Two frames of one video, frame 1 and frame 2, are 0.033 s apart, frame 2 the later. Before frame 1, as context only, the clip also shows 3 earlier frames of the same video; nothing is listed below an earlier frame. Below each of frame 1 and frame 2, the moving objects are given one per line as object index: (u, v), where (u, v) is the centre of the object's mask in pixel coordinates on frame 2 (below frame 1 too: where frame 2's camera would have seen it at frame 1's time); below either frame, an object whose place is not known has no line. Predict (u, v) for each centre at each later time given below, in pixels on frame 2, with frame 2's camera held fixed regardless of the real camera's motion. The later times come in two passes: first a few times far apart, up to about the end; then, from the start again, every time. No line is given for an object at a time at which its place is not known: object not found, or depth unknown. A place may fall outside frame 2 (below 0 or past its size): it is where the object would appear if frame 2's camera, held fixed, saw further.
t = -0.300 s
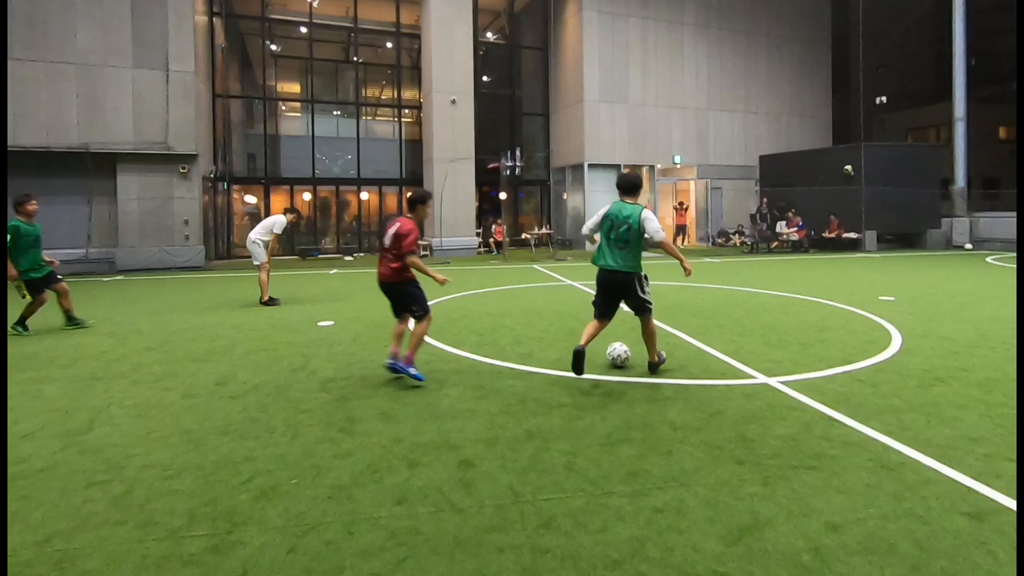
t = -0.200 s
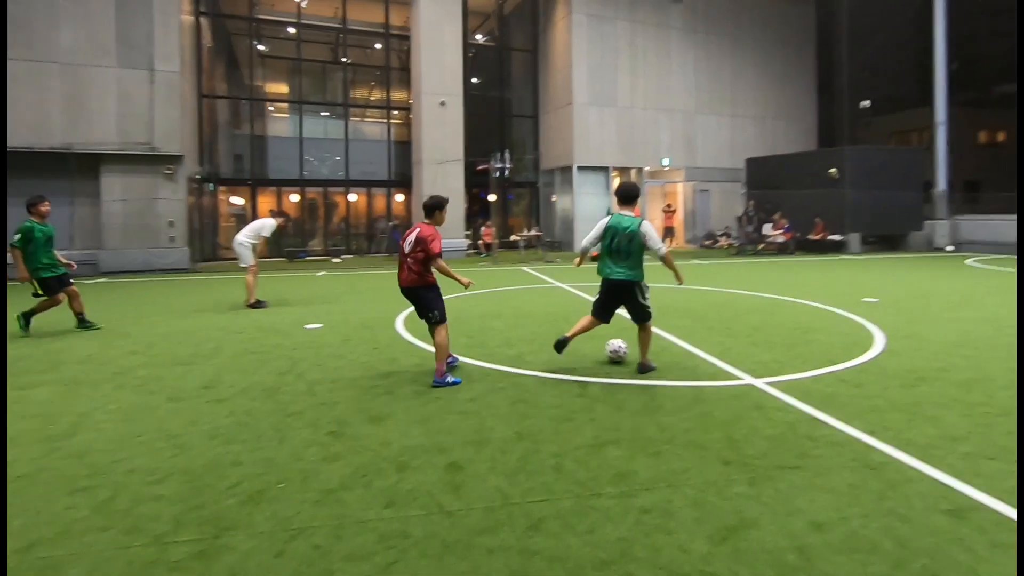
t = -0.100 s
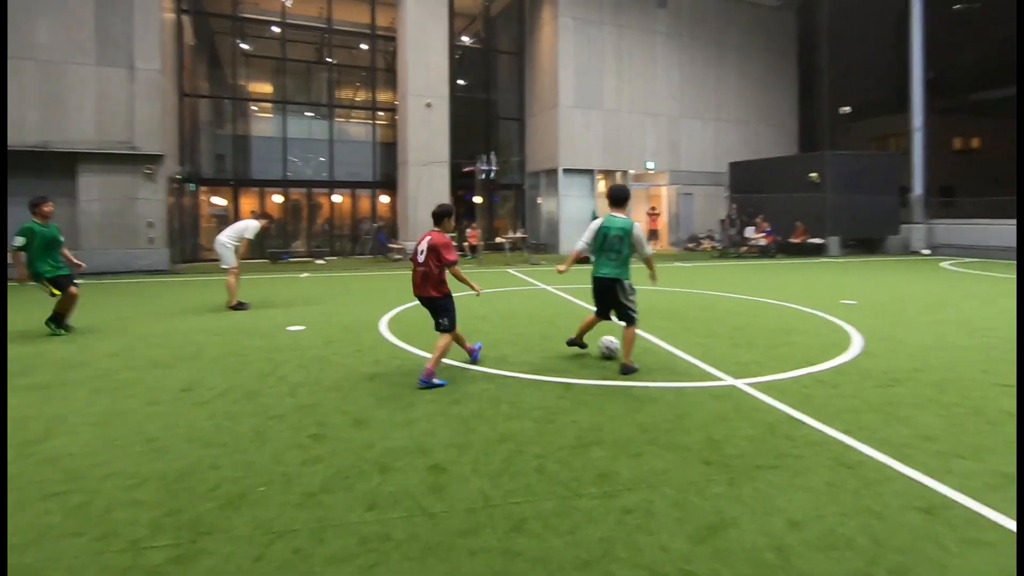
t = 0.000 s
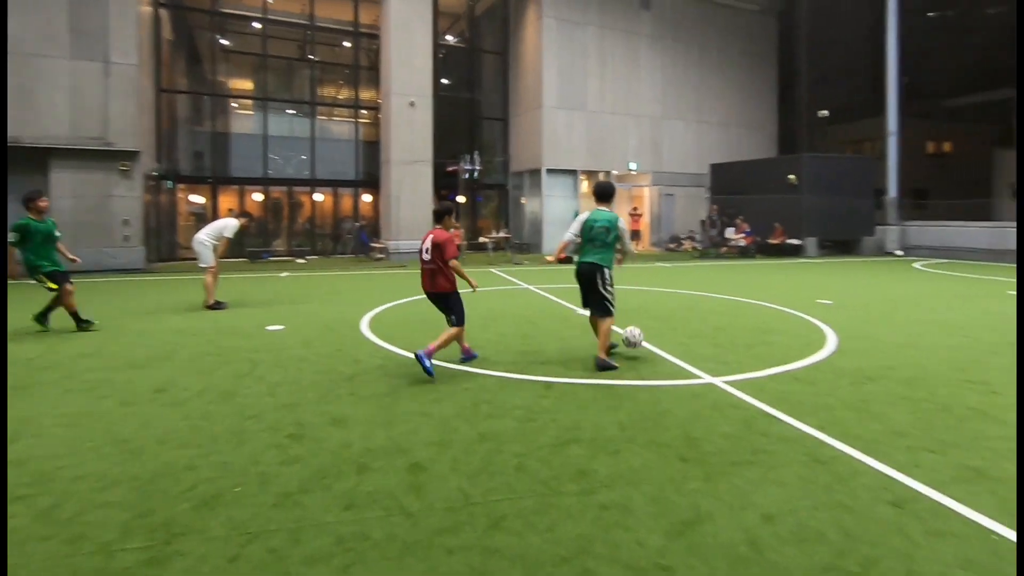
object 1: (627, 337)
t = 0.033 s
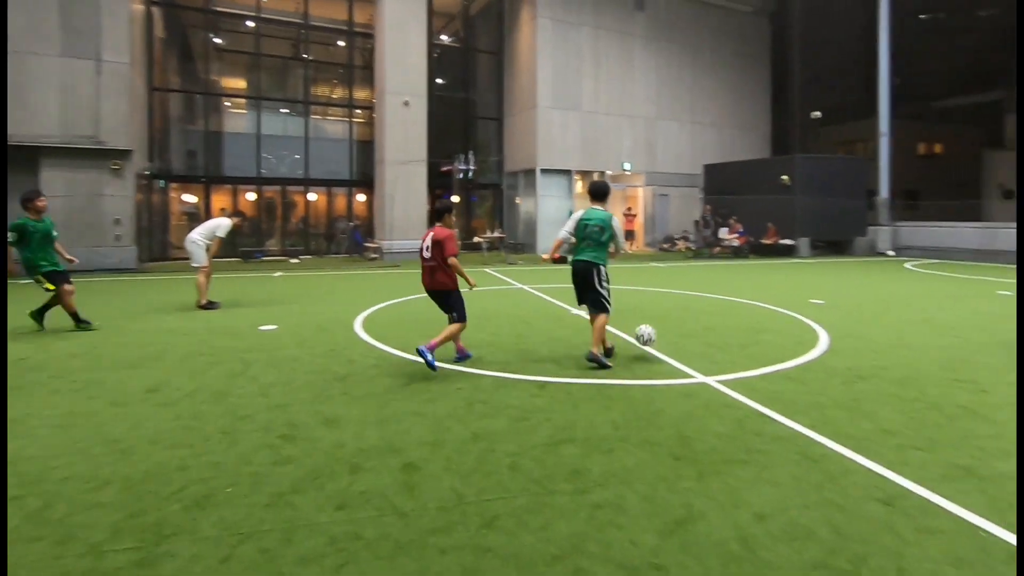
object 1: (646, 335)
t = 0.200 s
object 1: (744, 344)
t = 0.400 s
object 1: (854, 348)
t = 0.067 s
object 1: (665, 334)
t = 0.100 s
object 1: (684, 334)
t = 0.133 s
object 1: (704, 337)
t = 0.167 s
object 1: (724, 340)
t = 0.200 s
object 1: (744, 344)
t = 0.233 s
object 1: (766, 350)
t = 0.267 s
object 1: (784, 351)
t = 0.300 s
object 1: (801, 349)
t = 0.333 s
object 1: (819, 347)
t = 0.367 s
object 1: (837, 347)
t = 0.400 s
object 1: (854, 348)
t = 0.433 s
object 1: (871, 352)
